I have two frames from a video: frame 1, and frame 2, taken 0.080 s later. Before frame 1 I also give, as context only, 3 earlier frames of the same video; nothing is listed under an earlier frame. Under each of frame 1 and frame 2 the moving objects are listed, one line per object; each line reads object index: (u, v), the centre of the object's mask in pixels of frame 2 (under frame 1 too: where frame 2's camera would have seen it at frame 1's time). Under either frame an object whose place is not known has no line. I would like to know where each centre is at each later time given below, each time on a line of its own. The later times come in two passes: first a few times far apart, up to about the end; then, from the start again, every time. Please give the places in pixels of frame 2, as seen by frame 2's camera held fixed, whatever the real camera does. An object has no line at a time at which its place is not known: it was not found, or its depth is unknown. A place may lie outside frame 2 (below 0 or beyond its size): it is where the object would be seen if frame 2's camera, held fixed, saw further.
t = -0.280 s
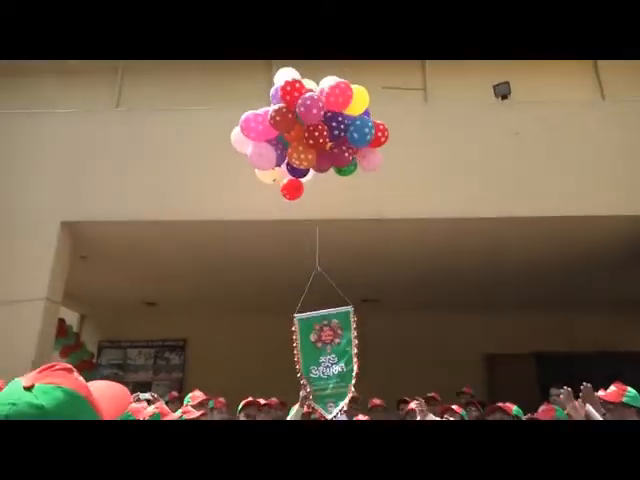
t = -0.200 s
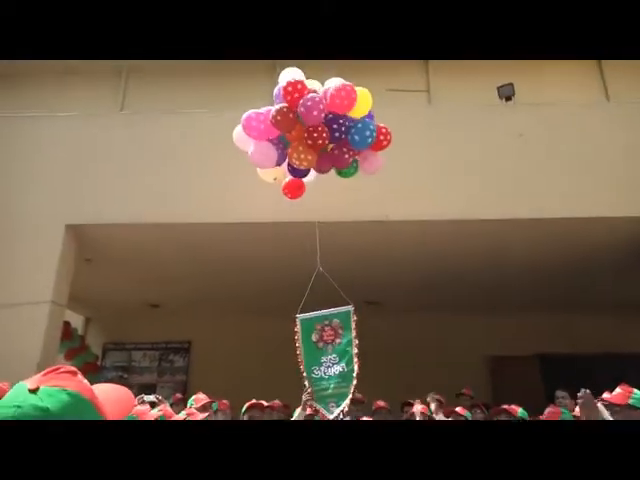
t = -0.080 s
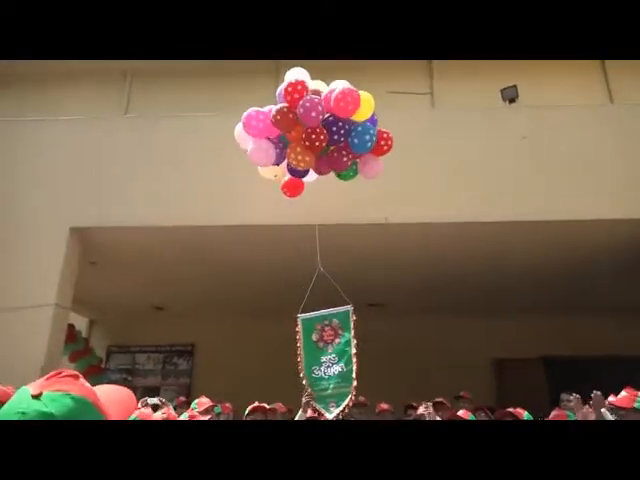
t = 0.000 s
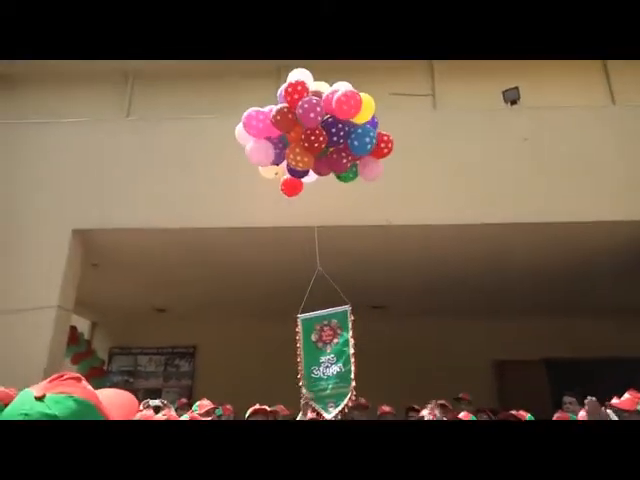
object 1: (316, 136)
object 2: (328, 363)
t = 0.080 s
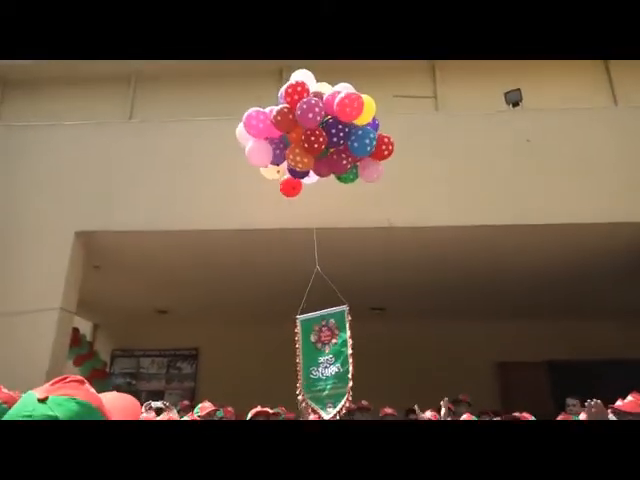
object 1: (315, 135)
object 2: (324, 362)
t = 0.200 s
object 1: (313, 133)
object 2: (318, 359)
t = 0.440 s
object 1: (311, 130)
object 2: (303, 355)
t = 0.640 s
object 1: (308, 128)
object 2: (294, 353)
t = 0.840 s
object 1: (304, 126)
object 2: (288, 350)
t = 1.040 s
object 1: (300, 124)
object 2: (286, 347)
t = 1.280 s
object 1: (294, 123)
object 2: (286, 345)
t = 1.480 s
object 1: (290, 122)
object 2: (285, 345)
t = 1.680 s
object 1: (286, 122)
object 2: (284, 334)
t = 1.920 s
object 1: (282, 123)
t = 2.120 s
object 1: (279, 122)
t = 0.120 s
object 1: (315, 134)
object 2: (322, 361)
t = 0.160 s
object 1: (314, 133)
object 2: (320, 360)
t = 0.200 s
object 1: (313, 133)
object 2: (318, 359)
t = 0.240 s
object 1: (313, 133)
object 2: (315, 358)
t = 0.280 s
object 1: (312, 132)
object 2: (313, 358)
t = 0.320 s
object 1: (312, 132)
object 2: (310, 357)
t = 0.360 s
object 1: (311, 131)
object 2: (308, 356)
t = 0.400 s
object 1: (311, 131)
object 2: (305, 356)
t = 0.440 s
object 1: (311, 130)
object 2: (303, 355)
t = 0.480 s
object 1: (310, 130)
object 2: (301, 354)
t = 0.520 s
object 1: (309, 129)
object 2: (299, 354)
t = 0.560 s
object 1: (309, 129)
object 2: (297, 353)
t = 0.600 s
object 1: (308, 129)
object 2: (295, 353)
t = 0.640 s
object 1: (308, 128)
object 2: (294, 353)
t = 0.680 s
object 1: (307, 128)
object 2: (292, 352)
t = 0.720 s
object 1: (307, 127)
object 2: (291, 352)
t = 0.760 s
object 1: (306, 127)
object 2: (290, 351)
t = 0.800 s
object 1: (305, 127)
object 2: (289, 351)
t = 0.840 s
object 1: (304, 126)
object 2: (288, 350)
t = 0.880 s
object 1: (304, 126)
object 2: (288, 349)
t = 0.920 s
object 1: (303, 125)
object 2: (288, 349)
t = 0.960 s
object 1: (302, 125)
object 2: (287, 348)
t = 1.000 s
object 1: (301, 124)
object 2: (287, 348)
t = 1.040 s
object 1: (300, 124)
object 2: (286, 347)
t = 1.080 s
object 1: (299, 124)
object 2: (286, 347)
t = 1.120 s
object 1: (298, 124)
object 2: (286, 346)
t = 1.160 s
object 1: (297, 123)
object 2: (286, 346)
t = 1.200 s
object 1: (297, 123)
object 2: (286, 345)
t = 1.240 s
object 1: (295, 123)
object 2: (286, 345)
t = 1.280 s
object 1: (294, 123)
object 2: (286, 345)
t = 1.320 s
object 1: (293, 123)
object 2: (286, 345)
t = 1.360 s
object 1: (292, 122)
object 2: (285, 345)
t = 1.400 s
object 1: (292, 122)
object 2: (285, 345)
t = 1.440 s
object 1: (291, 122)
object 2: (285, 346)
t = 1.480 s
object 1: (290, 122)
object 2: (285, 345)
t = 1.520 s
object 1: (289, 122)
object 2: (285, 344)
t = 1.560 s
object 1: (288, 122)
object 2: (285, 343)
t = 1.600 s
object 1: (287, 122)
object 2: (285, 341)
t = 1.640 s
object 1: (286, 122)
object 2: (284, 337)
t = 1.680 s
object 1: (286, 122)
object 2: (284, 334)
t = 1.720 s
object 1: (285, 122)
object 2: (283, 331)
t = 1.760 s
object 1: (284, 122)
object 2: (283, 329)
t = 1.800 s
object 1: (284, 122)
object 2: (283, 326)
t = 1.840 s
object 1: (283, 122)
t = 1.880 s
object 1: (282, 123)
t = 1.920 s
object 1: (282, 123)
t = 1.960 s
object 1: (281, 123)
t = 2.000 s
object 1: (280, 122)
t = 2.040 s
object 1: (280, 123)
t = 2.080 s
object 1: (279, 122)
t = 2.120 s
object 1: (279, 122)
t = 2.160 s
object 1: (278, 122)
